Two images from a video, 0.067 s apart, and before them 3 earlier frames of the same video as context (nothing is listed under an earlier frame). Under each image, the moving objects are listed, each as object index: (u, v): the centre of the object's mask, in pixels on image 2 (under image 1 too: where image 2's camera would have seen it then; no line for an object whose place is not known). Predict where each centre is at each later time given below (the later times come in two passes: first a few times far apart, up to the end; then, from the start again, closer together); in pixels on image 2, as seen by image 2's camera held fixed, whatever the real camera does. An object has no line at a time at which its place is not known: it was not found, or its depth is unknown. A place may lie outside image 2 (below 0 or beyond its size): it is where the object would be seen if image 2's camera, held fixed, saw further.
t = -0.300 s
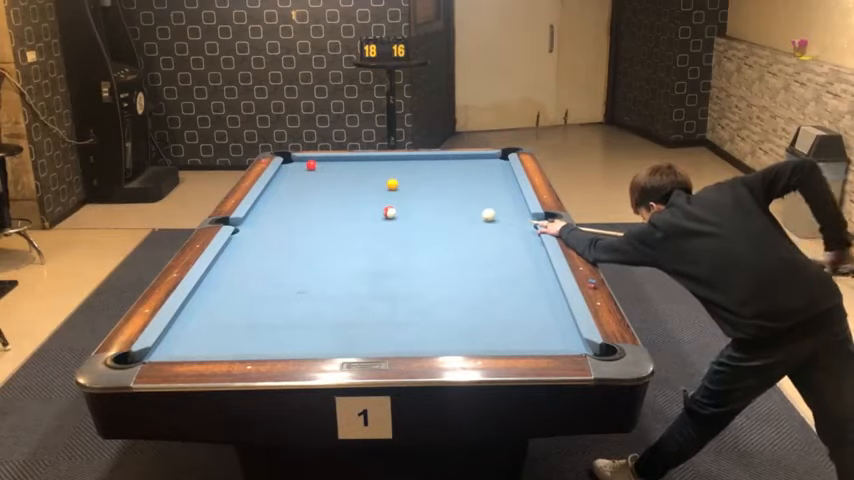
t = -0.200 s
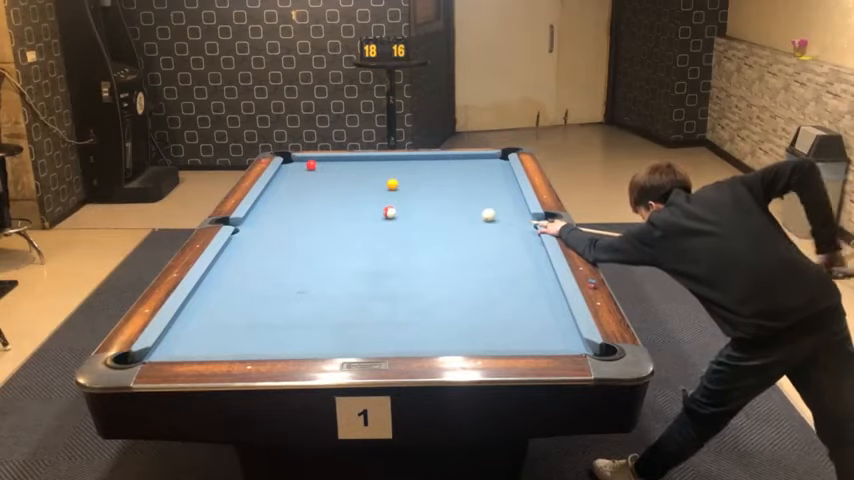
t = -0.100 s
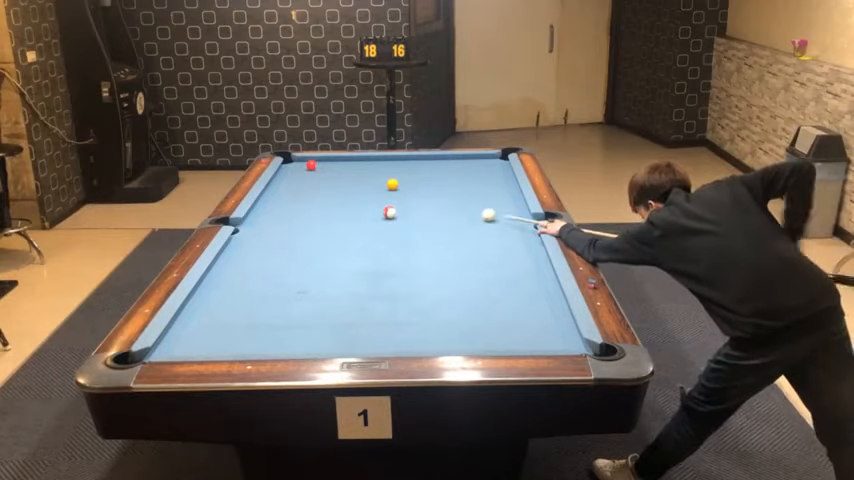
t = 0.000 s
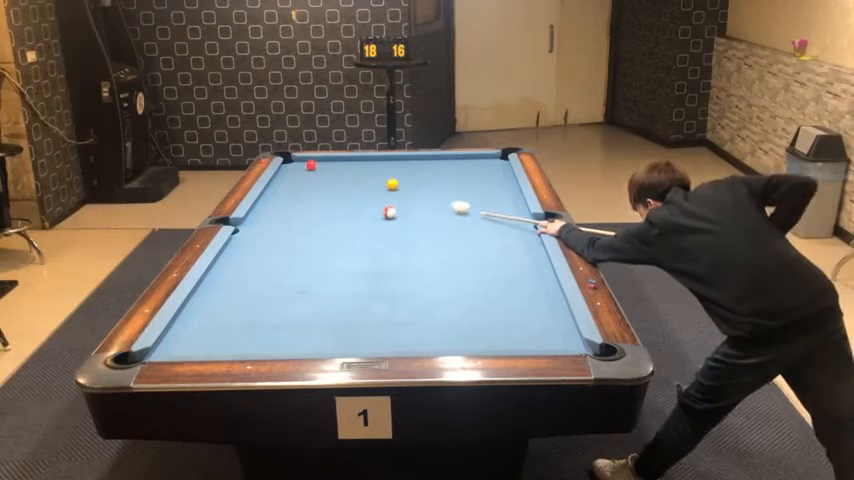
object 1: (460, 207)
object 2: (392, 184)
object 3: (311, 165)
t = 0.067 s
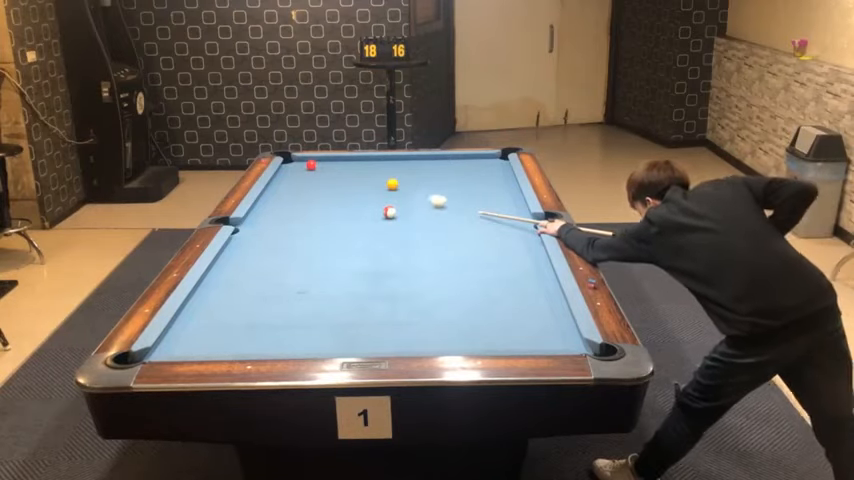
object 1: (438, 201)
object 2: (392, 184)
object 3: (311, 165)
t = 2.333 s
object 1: (390, 171)
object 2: (432, 168)
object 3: (344, 161)
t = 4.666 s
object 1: (442, 178)
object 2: (464, 186)
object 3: (344, 161)
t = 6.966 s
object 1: (441, 178)
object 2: (472, 188)
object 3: (344, 161)
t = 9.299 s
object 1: (441, 178)
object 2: (472, 188)
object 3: (344, 161)
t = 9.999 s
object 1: (441, 178)
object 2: (472, 188)
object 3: (344, 161)
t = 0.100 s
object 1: (428, 198)
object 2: (392, 184)
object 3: (311, 165)
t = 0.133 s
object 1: (418, 196)
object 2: (392, 184)
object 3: (311, 165)
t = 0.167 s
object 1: (409, 193)
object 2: (392, 184)
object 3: (311, 165)
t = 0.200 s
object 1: (401, 190)
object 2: (391, 183)
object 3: (311, 165)
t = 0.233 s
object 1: (392, 188)
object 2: (392, 181)
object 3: (311, 165)
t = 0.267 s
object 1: (382, 186)
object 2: (393, 183)
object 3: (311, 165)
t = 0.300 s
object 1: (373, 186)
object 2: (394, 182)
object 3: (311, 165)
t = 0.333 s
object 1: (364, 185)
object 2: (396, 181)
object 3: (311, 165)
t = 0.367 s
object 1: (354, 183)
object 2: (396, 180)
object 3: (311, 165)
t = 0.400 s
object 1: (345, 182)
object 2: (398, 179)
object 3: (311, 165)
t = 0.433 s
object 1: (336, 181)
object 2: (399, 178)
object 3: (311, 165)
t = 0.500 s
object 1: (319, 180)
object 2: (401, 176)
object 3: (311, 165)
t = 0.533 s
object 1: (310, 178)
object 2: (402, 175)
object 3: (311, 165)
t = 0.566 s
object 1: (301, 177)
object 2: (403, 174)
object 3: (311, 165)
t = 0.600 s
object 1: (293, 176)
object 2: (404, 173)
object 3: (311, 165)
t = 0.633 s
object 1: (285, 175)
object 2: (405, 172)
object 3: (311, 165)
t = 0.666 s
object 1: (280, 174)
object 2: (406, 171)
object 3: (311, 165)
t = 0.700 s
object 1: (286, 172)
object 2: (407, 170)
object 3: (311, 165)
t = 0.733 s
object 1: (292, 170)
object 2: (408, 169)
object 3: (311, 165)
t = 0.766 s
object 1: (297, 169)
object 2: (409, 168)
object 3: (311, 165)
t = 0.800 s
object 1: (302, 167)
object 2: (410, 167)
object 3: (312, 164)
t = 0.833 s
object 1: (305, 167)
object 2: (410, 167)
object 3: (314, 164)
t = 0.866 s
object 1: (307, 167)
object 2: (411, 166)
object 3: (316, 162)
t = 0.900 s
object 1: (309, 167)
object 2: (412, 165)
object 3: (320, 161)
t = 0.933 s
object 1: (311, 166)
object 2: (413, 164)
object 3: (322, 161)
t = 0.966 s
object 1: (314, 166)
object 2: (414, 163)
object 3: (325, 159)
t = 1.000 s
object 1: (315, 166)
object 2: (415, 163)
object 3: (327, 159)
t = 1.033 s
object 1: (317, 166)
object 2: (416, 162)
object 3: (329, 159)
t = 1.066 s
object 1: (319, 166)
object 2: (417, 161)
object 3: (329, 158)
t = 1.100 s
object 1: (322, 166)
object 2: (418, 160)
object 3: (330, 159)
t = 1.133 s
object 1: (324, 165)
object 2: (418, 159)
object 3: (331, 158)
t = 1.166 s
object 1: (326, 165)
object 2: (419, 158)
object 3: (332, 158)
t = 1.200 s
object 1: (327, 165)
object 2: (420, 157)
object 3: (333, 159)
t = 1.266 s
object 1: (331, 165)
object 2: (421, 157)
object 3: (335, 158)
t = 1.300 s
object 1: (334, 165)
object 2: (421, 157)
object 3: (335, 158)
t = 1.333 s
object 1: (336, 165)
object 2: (421, 157)
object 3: (337, 158)
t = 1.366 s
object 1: (338, 165)
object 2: (422, 158)
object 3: (334, 159)
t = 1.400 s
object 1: (340, 165)
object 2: (422, 158)
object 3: (334, 160)
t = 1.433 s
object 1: (341, 166)
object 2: (423, 159)
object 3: (335, 160)
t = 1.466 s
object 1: (343, 166)
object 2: (423, 159)
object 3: (335, 161)
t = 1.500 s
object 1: (346, 166)
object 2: (424, 159)
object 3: (336, 161)
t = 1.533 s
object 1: (347, 167)
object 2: (424, 159)
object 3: (337, 161)
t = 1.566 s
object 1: (349, 166)
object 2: (424, 160)
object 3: (338, 161)
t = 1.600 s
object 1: (351, 167)
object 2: (424, 160)
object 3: (339, 161)
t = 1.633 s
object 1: (353, 167)
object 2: (425, 161)
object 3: (339, 161)
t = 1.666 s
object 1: (355, 167)
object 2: (425, 161)
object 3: (339, 161)
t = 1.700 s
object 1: (357, 167)
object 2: (426, 161)
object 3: (339, 161)
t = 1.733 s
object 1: (359, 167)
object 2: (426, 162)
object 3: (339, 161)
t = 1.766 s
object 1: (361, 168)
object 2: (426, 162)
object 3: (340, 161)
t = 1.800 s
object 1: (362, 168)
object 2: (426, 162)
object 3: (340, 161)
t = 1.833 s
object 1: (364, 168)
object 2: (427, 163)
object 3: (340, 161)
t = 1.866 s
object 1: (366, 168)
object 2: (427, 163)
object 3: (341, 161)
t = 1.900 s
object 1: (367, 168)
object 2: (427, 164)
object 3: (342, 161)
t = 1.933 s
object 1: (369, 169)
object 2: (428, 165)
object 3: (342, 161)
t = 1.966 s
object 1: (371, 169)
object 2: (428, 165)
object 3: (342, 161)
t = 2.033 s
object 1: (374, 169)
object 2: (429, 166)
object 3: (343, 161)
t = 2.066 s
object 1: (376, 169)
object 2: (429, 166)
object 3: (343, 161)
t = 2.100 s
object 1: (378, 170)
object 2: (429, 166)
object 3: (344, 161)
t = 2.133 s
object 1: (380, 170)
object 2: (430, 166)
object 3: (344, 161)
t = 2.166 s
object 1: (381, 170)
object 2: (430, 167)
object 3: (344, 161)
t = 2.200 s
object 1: (383, 170)
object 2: (430, 167)
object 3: (344, 161)
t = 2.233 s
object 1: (385, 170)
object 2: (431, 167)
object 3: (344, 161)
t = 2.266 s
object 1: (387, 171)
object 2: (431, 168)
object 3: (344, 161)
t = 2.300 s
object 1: (389, 171)
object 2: (432, 168)
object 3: (344, 161)
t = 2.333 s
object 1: (390, 171)
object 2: (432, 168)
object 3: (344, 161)
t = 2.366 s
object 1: (391, 171)
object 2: (432, 169)
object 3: (344, 161)
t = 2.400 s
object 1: (393, 172)
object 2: (432, 170)
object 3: (344, 161)
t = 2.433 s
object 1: (395, 172)
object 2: (432, 169)
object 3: (344, 161)
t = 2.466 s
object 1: (397, 172)
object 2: (433, 170)
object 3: (344, 161)
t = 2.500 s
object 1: (398, 172)
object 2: (433, 170)
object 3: (344, 161)
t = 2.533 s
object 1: (400, 172)
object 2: (433, 171)
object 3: (344, 161)
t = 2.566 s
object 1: (401, 172)
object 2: (433, 171)
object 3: (344, 161)
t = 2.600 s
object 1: (403, 173)
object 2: (434, 171)
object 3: (344, 161)
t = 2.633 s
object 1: (404, 173)
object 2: (434, 172)
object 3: (344, 161)
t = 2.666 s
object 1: (406, 173)
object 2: (434, 172)
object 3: (344, 161)
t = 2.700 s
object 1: (407, 173)
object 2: (435, 172)
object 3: (344, 161)
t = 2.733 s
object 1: (409, 173)
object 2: (435, 172)
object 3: (344, 161)
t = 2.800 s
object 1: (412, 174)
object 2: (436, 173)
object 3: (344, 161)
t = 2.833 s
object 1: (413, 174)
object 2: (436, 173)
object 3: (344, 161)
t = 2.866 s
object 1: (415, 174)
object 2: (436, 174)
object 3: (344, 161)
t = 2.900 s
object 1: (416, 174)
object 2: (437, 174)
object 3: (344, 161)
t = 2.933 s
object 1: (417, 174)
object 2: (437, 174)
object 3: (344, 161)
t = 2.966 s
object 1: (419, 175)
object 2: (437, 174)
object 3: (344, 161)
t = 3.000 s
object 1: (421, 175)
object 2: (437, 175)
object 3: (344, 161)
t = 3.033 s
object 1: (422, 175)
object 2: (438, 175)
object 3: (344, 161)
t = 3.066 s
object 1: (423, 175)
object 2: (438, 175)
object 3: (344, 161)
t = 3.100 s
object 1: (424, 175)
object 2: (438, 176)
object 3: (344, 161)
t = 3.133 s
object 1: (426, 175)
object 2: (438, 176)
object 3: (344, 161)
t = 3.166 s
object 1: (427, 176)
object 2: (438, 176)
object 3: (344, 161)
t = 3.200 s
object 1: (428, 176)
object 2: (439, 176)
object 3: (344, 161)
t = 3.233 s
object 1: (428, 176)
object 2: (439, 177)
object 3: (344, 161)
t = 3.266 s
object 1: (429, 176)
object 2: (440, 177)
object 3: (344, 161)
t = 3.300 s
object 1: (429, 176)
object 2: (441, 177)
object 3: (344, 161)
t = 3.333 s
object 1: (430, 176)
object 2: (441, 178)
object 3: (344, 161)
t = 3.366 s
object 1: (431, 177)
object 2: (442, 178)
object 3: (344, 161)
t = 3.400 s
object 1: (431, 177)
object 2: (442, 178)
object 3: (344, 161)
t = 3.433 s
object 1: (432, 177)
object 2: (444, 178)
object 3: (344, 161)
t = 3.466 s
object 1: (432, 177)
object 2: (444, 178)
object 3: (344, 161)
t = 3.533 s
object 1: (433, 177)
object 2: (445, 179)
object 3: (344, 161)
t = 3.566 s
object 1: (433, 177)
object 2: (447, 179)
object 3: (344, 161)
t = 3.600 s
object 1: (434, 177)
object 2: (447, 179)
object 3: (344, 161)
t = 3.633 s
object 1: (434, 177)
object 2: (448, 180)
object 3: (344, 161)
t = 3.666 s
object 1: (435, 177)
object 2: (449, 180)
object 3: (344, 161)
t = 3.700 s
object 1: (435, 177)
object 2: (449, 181)
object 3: (344, 161)
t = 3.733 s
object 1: (436, 177)
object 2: (450, 181)
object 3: (344, 161)
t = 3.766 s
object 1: (436, 178)
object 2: (450, 181)
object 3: (344, 161)
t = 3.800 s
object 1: (437, 178)
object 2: (451, 181)
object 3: (344, 161)
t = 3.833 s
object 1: (437, 178)
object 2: (451, 181)
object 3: (344, 161)
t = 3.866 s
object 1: (437, 178)
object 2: (452, 181)
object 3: (344, 161)
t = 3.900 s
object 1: (438, 178)
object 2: (453, 182)
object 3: (344, 161)
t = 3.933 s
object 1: (438, 178)
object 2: (453, 182)
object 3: (344, 161)
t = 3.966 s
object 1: (438, 178)
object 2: (454, 182)
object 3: (344, 161)
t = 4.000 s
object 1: (439, 178)
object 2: (454, 182)
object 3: (344, 161)
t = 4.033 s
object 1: (439, 178)
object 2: (455, 183)
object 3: (344, 161)
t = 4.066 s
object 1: (439, 178)
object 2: (455, 183)
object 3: (344, 161)
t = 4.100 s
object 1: (439, 178)
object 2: (456, 183)
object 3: (344, 161)
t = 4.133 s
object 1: (440, 178)
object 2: (457, 183)
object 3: (344, 161)
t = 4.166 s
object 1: (440, 178)
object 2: (458, 183)
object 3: (344, 161)
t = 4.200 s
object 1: (440, 178)
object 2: (458, 184)
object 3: (344, 161)
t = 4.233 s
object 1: (440, 178)
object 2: (459, 184)
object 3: (344, 161)
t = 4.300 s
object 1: (441, 178)
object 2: (459, 184)
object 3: (344, 161)
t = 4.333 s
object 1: (441, 178)
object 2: (460, 184)
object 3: (344, 161)
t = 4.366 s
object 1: (441, 178)
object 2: (460, 184)
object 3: (344, 161)
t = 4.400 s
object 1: (441, 178)
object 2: (460, 184)
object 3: (344, 161)
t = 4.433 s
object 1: (441, 178)
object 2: (461, 184)
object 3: (344, 161)
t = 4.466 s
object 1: (441, 178)
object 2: (462, 185)
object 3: (344, 161)
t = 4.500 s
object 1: (442, 178)
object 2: (462, 185)
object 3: (344, 161)
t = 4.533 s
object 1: (442, 178)
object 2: (463, 185)
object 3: (344, 161)
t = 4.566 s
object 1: (442, 178)
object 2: (463, 185)
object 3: (344, 161)
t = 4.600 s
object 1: (441, 178)
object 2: (464, 185)
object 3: (344, 161)
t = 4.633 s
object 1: (442, 178)
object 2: (464, 185)
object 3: (344, 161)
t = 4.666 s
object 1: (442, 178)
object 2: (464, 186)
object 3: (344, 161)
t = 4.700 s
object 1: (442, 178)
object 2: (465, 186)
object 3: (344, 161)
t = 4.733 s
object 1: (442, 178)
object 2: (465, 186)
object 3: (344, 161)
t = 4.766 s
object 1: (442, 178)
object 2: (465, 186)
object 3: (344, 161)
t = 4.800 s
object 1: (442, 178)
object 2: (465, 186)
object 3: (344, 161)
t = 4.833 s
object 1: (442, 178)
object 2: (466, 186)
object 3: (344, 161)
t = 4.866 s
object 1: (442, 178)
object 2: (466, 186)
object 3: (344, 161)
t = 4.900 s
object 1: (442, 178)
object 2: (467, 186)
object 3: (344, 161)
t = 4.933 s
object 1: (442, 178)
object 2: (467, 186)
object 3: (344, 161)
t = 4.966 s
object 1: (442, 178)
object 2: (467, 186)
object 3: (344, 161)
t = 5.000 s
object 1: (441, 178)
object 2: (468, 187)
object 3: (344, 161)
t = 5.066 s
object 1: (441, 178)
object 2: (468, 187)
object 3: (344, 161)
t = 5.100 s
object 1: (441, 178)
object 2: (469, 187)
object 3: (344, 161)
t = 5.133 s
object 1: (441, 178)
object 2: (469, 187)
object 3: (344, 161)
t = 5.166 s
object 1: (441, 178)
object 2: (469, 187)
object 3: (344, 161)
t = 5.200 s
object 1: (441, 178)
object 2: (469, 187)
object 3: (344, 161)
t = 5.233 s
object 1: (441, 178)
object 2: (469, 187)
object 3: (344, 161)
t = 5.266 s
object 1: (441, 178)
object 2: (470, 187)
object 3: (344, 161)
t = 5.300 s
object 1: (441, 178)
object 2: (470, 187)
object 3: (344, 161)
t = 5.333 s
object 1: (441, 178)
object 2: (470, 187)
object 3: (344, 161)
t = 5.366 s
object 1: (441, 178)
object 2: (470, 187)
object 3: (344, 161)
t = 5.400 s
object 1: (441, 178)
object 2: (470, 188)
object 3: (344, 161)
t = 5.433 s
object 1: (441, 178)
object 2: (470, 188)
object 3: (344, 161)
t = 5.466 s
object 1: (441, 178)
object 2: (471, 188)
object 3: (344, 161)
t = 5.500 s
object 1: (441, 178)
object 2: (471, 188)
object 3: (344, 161)
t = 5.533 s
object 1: (441, 178)
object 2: (471, 188)
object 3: (344, 161)
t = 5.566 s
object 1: (441, 178)
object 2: (471, 188)
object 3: (344, 161)
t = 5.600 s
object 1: (441, 178)
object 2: (471, 188)
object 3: (344, 161)
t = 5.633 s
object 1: (441, 178)
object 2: (471, 188)
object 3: (344, 161)
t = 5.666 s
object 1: (441, 178)
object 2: (471, 188)
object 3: (344, 161)
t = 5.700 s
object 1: (441, 178)
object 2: (471, 188)
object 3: (344, 161)
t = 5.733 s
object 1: (441, 178)
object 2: (471, 188)
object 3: (344, 161)
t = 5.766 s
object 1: (441, 178)
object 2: (472, 188)
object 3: (344, 161)
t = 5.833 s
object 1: (441, 178)
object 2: (472, 188)
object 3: (344, 161)
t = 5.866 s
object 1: (441, 178)
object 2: (472, 188)
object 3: (344, 161)
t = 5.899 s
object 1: (441, 178)
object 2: (472, 188)
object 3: (344, 161)
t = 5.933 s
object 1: (441, 178)
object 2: (472, 188)
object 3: (344, 161)
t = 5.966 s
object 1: (441, 178)
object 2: (472, 188)
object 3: (344, 161)
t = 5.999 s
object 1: (441, 178)
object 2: (472, 188)
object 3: (344, 161)
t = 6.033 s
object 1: (441, 178)
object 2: (472, 188)
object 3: (344, 161)
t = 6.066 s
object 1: (441, 178)
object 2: (472, 188)
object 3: (344, 161)
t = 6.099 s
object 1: (441, 178)
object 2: (472, 188)
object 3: (344, 161)
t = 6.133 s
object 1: (441, 178)
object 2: (472, 188)
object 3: (344, 161)
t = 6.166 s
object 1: (441, 178)
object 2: (472, 188)
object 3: (344, 161)
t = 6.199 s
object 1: (442, 178)
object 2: (472, 188)
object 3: (344, 161)
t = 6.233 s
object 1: (441, 178)
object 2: (472, 188)
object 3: (344, 161)
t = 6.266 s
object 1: (441, 178)
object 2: (472, 188)
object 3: (344, 161)
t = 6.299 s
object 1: (441, 178)
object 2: (472, 188)
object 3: (344, 161)
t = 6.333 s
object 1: (442, 178)
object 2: (472, 188)
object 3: (344, 161)
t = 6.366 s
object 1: (441, 178)
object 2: (472, 188)
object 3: (344, 161)
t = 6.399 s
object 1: (441, 178)
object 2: (472, 188)
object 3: (344, 161)
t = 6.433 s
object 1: (441, 178)
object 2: (472, 188)
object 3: (344, 161)
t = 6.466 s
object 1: (441, 178)
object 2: (472, 188)
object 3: (344, 161)
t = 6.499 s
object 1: (441, 178)
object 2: (472, 188)
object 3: (344, 161)
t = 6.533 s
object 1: (441, 178)
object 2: (472, 188)
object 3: (345, 161)
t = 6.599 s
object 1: (441, 178)
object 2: (472, 188)
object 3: (344, 161)
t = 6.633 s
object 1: (441, 178)
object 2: (472, 188)
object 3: (345, 161)
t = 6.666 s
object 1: (441, 178)
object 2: (472, 188)
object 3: (345, 161)
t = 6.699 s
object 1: (441, 178)
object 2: (472, 188)
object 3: (345, 161)
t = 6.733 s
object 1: (441, 178)
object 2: (472, 188)
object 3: (345, 161)
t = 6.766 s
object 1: (441, 178)
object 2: (472, 188)
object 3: (345, 161)
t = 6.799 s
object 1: (441, 178)
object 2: (472, 188)
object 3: (345, 161)
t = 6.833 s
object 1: (441, 178)
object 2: (472, 188)
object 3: (345, 161)
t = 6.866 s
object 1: (441, 178)
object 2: (472, 188)
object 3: (344, 161)
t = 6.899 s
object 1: (441, 178)
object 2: (472, 188)
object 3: (344, 161)
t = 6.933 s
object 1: (441, 178)
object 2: (472, 188)
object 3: (344, 161)
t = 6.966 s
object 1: (441, 178)
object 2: (472, 188)
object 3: (344, 161)
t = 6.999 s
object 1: (441, 178)
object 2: (472, 188)
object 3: (344, 161)
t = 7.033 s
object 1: (441, 178)
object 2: (472, 188)
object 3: (344, 161)
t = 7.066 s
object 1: (441, 178)
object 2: (472, 188)
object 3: (344, 161)
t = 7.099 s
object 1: (441, 178)
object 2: (472, 188)
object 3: (344, 161)
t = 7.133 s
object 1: (441, 178)
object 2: (472, 188)
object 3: (344, 161)
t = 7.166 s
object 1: (441, 178)
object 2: (472, 188)
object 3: (344, 161)
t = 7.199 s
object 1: (441, 178)
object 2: (472, 188)
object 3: (344, 161)
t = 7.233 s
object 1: (441, 178)
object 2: (472, 188)
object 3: (344, 161)
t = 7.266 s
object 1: (441, 178)
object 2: (472, 188)
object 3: (344, 161)
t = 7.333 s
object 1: (441, 178)
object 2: (472, 188)
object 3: (344, 161)
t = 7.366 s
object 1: (441, 178)
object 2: (472, 188)
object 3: (344, 161)
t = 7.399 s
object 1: (441, 178)
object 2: (472, 188)
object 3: (344, 161)
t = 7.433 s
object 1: (441, 178)
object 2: (472, 188)
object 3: (344, 161)
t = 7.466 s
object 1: (441, 178)
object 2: (472, 188)
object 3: (344, 161)
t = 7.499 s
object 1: (441, 178)
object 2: (472, 188)
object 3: (344, 161)
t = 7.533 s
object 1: (441, 178)
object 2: (472, 188)
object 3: (344, 161)
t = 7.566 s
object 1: (441, 178)
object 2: (472, 188)
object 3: (344, 161)
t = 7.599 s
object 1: (441, 178)
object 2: (472, 188)
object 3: (344, 161)
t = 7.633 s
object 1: (441, 178)
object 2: (472, 188)
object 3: (344, 161)
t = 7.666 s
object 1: (441, 178)
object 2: (472, 188)
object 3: (344, 161)
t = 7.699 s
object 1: (441, 178)
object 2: (472, 188)
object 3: (344, 161)
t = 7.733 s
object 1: (441, 178)
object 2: (472, 188)
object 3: (344, 161)
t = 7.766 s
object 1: (441, 178)
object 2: (472, 188)
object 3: (344, 161)
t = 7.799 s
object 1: (441, 178)
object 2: (472, 188)
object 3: (344, 161)
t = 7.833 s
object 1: (441, 178)
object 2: (472, 188)
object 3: (344, 161)
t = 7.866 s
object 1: (441, 178)
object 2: (471, 188)
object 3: (344, 161)
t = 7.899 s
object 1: (441, 178)
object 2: (472, 188)
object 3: (344, 161)
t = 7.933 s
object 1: (441, 178)
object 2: (472, 188)
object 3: (344, 161)
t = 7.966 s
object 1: (441, 178)
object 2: (472, 188)
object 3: (344, 161)
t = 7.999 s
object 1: (441, 178)
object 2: (472, 188)
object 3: (344, 161)
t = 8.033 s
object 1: (441, 178)
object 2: (472, 188)
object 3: (344, 161)
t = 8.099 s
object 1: (441, 178)
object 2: (472, 188)
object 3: (344, 161)
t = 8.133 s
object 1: (441, 178)
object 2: (471, 188)
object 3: (344, 161)
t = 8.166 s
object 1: (441, 178)
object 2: (471, 188)
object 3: (344, 161)
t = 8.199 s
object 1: (441, 178)
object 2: (472, 188)
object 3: (344, 161)
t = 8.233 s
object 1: (441, 178)
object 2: (472, 188)
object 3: (344, 161)
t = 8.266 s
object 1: (441, 178)
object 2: (472, 188)
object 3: (344, 161)
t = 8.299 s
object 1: (441, 178)
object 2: (472, 188)
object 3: (344, 161)
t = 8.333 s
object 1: (441, 178)
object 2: (472, 188)
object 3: (344, 161)
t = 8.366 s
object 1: (441, 178)
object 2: (472, 188)
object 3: (344, 161)
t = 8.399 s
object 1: (441, 178)
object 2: (472, 188)
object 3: (344, 161)
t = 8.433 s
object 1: (441, 178)
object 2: (472, 188)
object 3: (344, 161)
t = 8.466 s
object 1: (441, 178)
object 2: (472, 188)
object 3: (344, 161)
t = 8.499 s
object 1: (441, 178)
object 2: (472, 188)
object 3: (344, 161)
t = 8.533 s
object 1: (441, 178)
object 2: (472, 188)
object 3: (344, 161)
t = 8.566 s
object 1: (441, 178)
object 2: (472, 188)
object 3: (344, 161)
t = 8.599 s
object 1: (442, 178)
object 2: (472, 188)
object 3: (344, 161)
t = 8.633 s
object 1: (442, 178)
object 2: (472, 188)
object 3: (344, 161)
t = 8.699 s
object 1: (441, 178)
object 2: (472, 188)
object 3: (344, 161)
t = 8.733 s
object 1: (442, 178)
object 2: (472, 188)
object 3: (344, 161)
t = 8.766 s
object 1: (442, 178)
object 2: (472, 188)
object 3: (344, 161)
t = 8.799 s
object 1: (441, 178)
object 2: (472, 188)
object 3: (344, 161)
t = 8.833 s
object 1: (441, 178)
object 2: (472, 188)
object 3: (344, 161)
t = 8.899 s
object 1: (441, 178)
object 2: (472, 188)
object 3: (344, 161)
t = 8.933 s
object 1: (441, 178)
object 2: (472, 188)
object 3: (344, 161)
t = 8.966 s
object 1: (441, 178)
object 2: (472, 188)
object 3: (344, 161)
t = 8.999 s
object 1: (441, 178)
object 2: (472, 188)
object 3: (344, 161)
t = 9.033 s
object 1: (441, 178)
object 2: (472, 188)
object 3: (344, 161)
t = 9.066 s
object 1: (441, 178)
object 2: (472, 188)
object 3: (344, 161)
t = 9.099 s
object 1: (441, 178)
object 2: (472, 188)
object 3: (344, 161)
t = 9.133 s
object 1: (441, 178)
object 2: (472, 188)
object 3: (344, 161)
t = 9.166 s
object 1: (441, 178)
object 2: (472, 188)
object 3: (344, 161)
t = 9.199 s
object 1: (441, 178)
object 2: (472, 188)
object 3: (344, 161)
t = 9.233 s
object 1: (441, 178)
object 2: (472, 188)
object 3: (344, 161)
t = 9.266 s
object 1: (441, 178)
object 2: (472, 188)
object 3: (344, 161)
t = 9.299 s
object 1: (441, 178)
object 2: (472, 188)
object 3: (344, 161)
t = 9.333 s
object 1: (441, 178)
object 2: (472, 188)
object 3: (344, 161)
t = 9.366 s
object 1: (441, 178)
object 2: (472, 188)
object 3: (344, 161)
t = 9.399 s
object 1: (441, 178)
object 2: (472, 188)
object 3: (344, 161)
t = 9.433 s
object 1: (441, 178)
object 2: (472, 188)
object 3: (344, 161)
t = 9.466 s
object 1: (441, 178)
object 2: (472, 188)
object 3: (344, 161)
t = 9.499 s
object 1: (441, 178)
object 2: (472, 188)
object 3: (344, 161)
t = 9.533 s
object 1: (441, 178)
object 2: (472, 188)
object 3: (344, 161)
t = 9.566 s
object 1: (441, 178)
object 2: (472, 188)
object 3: (344, 161)
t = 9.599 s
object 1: (441, 178)
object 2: (472, 188)
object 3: (344, 161)
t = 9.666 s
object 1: (441, 178)
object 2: (472, 188)
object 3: (344, 161)
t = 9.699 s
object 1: (441, 178)
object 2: (472, 188)
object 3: (344, 161)
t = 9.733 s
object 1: (441, 178)
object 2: (472, 188)
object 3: (344, 161)
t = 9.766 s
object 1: (441, 178)
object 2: (472, 188)
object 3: (344, 161)
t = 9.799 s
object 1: (441, 178)
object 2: (472, 188)
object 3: (344, 161)
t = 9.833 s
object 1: (441, 178)
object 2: (472, 188)
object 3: (344, 161)
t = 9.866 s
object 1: (441, 178)
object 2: (472, 188)
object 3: (344, 161)
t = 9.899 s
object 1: (441, 178)
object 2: (472, 188)
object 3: (344, 161)
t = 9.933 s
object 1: (441, 178)
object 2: (472, 188)
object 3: (344, 161)
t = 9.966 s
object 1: (441, 178)
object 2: (472, 188)
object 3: (344, 161)
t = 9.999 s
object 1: (441, 178)
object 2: (472, 188)
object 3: (344, 161)
